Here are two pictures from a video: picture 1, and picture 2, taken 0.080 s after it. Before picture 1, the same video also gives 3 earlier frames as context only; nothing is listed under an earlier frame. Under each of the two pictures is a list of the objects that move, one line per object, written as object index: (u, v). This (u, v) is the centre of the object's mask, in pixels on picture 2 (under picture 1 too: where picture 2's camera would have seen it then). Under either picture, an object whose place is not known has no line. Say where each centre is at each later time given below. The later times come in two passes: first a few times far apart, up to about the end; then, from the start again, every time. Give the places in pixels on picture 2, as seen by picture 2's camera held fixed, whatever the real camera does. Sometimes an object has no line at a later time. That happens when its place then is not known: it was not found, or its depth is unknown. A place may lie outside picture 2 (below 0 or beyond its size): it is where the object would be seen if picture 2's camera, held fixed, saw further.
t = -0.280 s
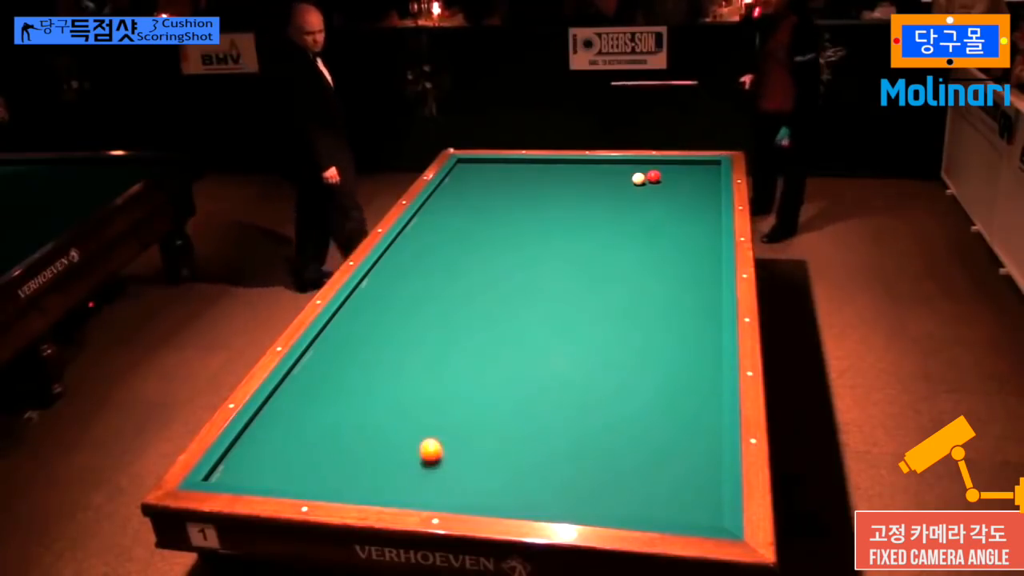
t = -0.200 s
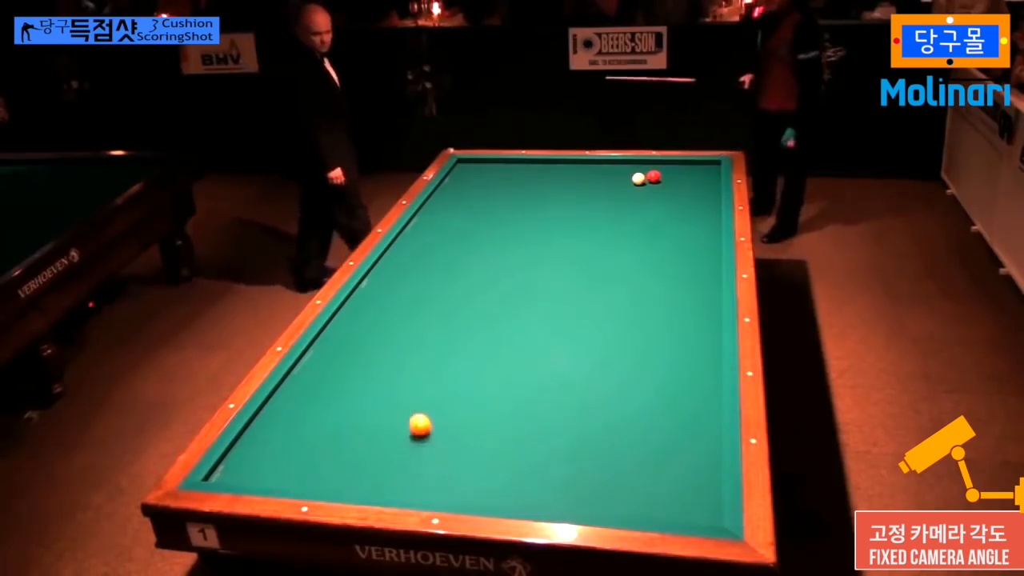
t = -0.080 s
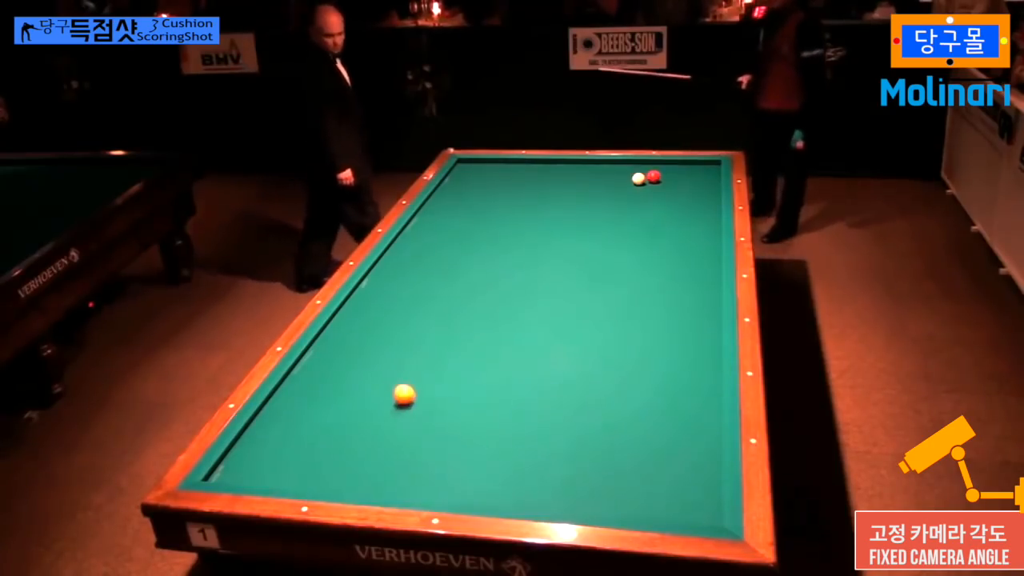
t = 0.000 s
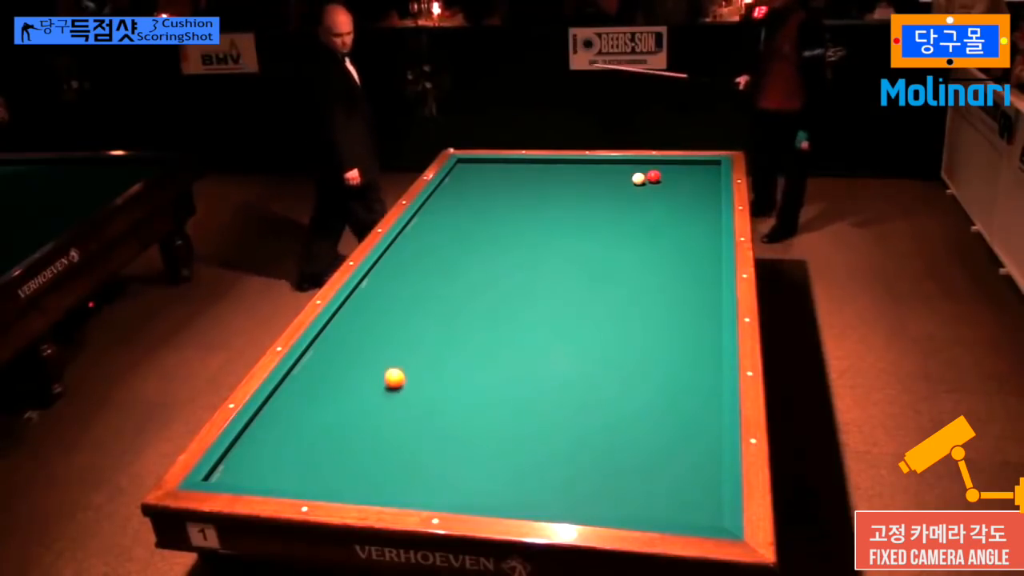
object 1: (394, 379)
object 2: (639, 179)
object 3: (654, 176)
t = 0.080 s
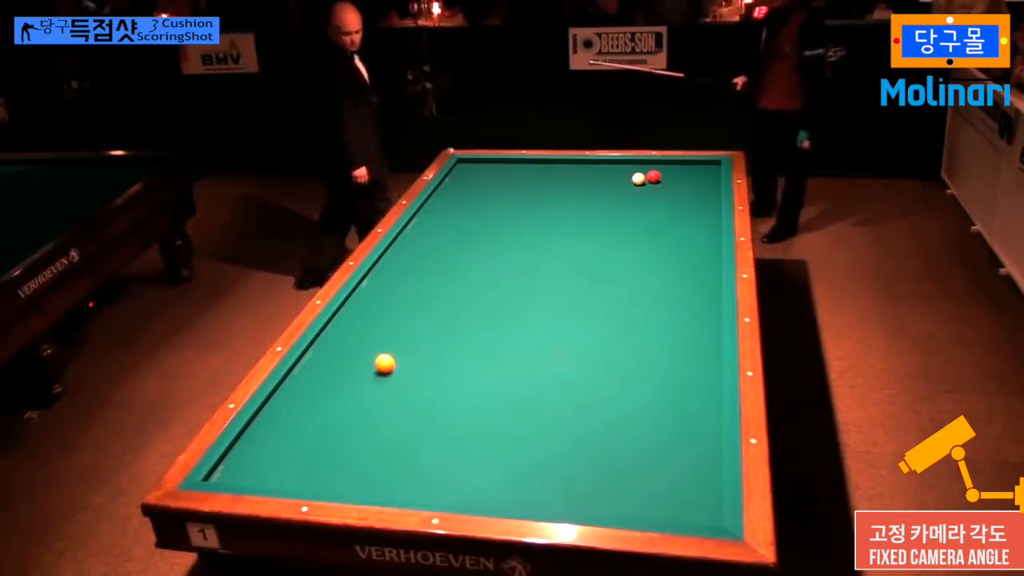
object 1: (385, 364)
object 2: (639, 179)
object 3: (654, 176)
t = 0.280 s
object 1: (363, 331)
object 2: (639, 179)
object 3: (654, 176)
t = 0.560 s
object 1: (370, 294)
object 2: (639, 179)
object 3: (654, 176)
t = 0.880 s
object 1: (427, 263)
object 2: (639, 179)
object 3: (654, 176)
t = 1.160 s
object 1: (469, 239)
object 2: (639, 179)
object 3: (654, 176)
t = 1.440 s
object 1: (507, 217)
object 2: (639, 179)
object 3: (654, 176)
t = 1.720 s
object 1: (541, 198)
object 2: (639, 179)
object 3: (654, 177)
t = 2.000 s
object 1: (572, 181)
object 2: (639, 179)
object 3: (654, 177)
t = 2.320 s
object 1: (603, 163)
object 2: (639, 179)
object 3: (654, 176)
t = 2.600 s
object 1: (627, 170)
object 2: (639, 179)
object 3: (654, 176)
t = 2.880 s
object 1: (645, 174)
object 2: (637, 182)
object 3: (662, 178)
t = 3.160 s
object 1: (653, 176)
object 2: (635, 187)
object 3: (679, 180)
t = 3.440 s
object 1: (660, 177)
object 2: (633, 192)
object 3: (695, 182)
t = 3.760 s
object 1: (667, 178)
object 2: (630, 198)
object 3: (713, 184)
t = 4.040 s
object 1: (673, 179)
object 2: (628, 202)
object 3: (709, 185)
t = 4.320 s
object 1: (678, 179)
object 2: (626, 207)
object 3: (701, 186)
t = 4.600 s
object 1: (682, 180)
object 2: (625, 212)
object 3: (695, 188)
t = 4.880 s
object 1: (685, 179)
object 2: (623, 216)
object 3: (688, 189)
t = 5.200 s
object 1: (690, 180)
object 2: (621, 220)
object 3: (681, 189)
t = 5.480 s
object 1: (692, 181)
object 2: (620, 224)
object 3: (676, 189)
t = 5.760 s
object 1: (694, 182)
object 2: (619, 228)
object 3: (673, 190)
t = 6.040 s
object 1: (695, 182)
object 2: (618, 231)
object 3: (669, 191)
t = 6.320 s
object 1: (695, 182)
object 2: (617, 234)
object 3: (666, 191)
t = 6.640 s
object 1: (695, 182)
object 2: (616, 237)
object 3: (664, 191)
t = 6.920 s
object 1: (695, 182)
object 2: (616, 239)
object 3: (663, 192)
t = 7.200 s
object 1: (695, 182)
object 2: (615, 241)
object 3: (662, 192)
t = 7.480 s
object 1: (695, 182)
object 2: (615, 243)
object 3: (662, 192)
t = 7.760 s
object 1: (695, 182)
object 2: (615, 245)
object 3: (662, 192)
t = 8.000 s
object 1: (695, 182)
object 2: (615, 245)
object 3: (662, 192)
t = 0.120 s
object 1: (380, 357)
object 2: (639, 179)
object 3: (654, 176)
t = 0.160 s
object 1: (375, 350)
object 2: (639, 179)
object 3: (654, 176)
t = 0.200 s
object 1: (371, 344)
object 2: (639, 179)
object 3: (654, 176)
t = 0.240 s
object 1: (367, 338)
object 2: (639, 179)
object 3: (654, 176)
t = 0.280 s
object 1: (363, 331)
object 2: (639, 179)
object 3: (654, 176)
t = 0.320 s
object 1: (359, 325)
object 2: (639, 179)
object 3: (654, 176)
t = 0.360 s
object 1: (355, 319)
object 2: (639, 179)
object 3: (654, 176)
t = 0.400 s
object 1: (351, 313)
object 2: (639, 179)
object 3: (654, 176)
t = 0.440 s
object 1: (348, 308)
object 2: (639, 179)
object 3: (654, 176)
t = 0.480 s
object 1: (352, 303)
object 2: (639, 179)
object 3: (654, 176)
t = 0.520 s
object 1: (362, 299)
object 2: (639, 179)
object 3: (654, 176)
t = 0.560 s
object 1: (370, 294)
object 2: (639, 179)
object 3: (654, 176)
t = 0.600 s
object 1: (378, 290)
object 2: (639, 179)
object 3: (654, 176)
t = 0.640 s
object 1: (385, 286)
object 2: (639, 179)
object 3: (654, 176)
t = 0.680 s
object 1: (392, 282)
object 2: (639, 179)
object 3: (654, 176)
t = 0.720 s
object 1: (400, 278)
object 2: (639, 179)
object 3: (654, 176)
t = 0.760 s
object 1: (406, 274)
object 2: (639, 179)
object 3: (654, 176)
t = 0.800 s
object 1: (413, 270)
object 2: (639, 179)
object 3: (654, 176)
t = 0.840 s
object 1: (420, 266)
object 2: (639, 179)
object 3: (654, 176)
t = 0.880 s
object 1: (427, 263)
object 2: (639, 179)
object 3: (654, 176)
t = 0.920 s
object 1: (433, 259)
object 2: (639, 179)
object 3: (654, 176)
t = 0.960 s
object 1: (440, 256)
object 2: (639, 179)
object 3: (654, 176)
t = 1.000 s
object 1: (446, 252)
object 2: (639, 179)
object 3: (654, 176)
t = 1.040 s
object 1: (452, 249)
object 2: (639, 179)
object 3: (654, 176)
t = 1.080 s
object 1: (458, 245)
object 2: (639, 179)
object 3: (654, 176)
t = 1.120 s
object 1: (464, 242)
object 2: (639, 179)
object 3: (654, 176)
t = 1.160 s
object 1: (469, 239)
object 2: (639, 179)
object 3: (654, 176)
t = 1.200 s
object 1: (475, 235)
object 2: (639, 179)
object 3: (654, 176)
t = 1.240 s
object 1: (481, 232)
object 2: (639, 179)
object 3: (654, 176)
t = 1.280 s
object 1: (486, 229)
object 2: (639, 179)
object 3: (654, 176)
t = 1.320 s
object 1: (492, 226)
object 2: (639, 179)
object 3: (654, 176)
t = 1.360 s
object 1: (497, 223)
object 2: (639, 179)
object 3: (654, 176)
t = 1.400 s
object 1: (502, 220)
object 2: (639, 179)
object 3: (654, 176)
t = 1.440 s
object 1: (507, 217)
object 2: (639, 179)
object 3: (654, 176)
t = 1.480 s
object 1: (512, 214)
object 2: (639, 179)
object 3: (654, 176)
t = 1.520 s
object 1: (517, 212)
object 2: (639, 179)
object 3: (654, 176)
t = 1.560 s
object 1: (522, 209)
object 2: (639, 179)
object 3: (654, 176)
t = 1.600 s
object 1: (527, 206)
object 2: (639, 179)
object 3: (654, 176)
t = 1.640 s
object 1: (532, 203)
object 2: (639, 179)
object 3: (654, 177)
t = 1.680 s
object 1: (536, 200)
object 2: (639, 179)
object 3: (654, 177)
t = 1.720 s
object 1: (541, 198)
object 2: (639, 179)
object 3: (654, 177)
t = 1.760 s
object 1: (546, 195)
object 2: (639, 179)
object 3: (654, 177)
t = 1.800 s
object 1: (550, 193)
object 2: (639, 179)
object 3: (654, 177)
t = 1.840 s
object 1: (555, 190)
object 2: (639, 179)
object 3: (654, 177)
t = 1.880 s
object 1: (559, 188)
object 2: (639, 179)
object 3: (654, 177)
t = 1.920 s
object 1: (563, 185)
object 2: (639, 179)
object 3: (654, 177)
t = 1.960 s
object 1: (567, 183)
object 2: (639, 179)
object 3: (654, 177)
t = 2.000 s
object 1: (572, 181)
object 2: (639, 179)
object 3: (654, 177)
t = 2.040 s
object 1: (576, 178)
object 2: (639, 179)
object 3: (654, 177)
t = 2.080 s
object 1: (580, 176)
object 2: (639, 179)
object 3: (654, 177)
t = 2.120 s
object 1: (583, 174)
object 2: (639, 179)
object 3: (654, 177)
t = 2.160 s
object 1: (587, 172)
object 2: (639, 179)
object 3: (654, 177)
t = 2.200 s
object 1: (591, 170)
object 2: (639, 179)
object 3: (654, 177)
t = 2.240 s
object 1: (595, 167)
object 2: (639, 179)
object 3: (654, 176)
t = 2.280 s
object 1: (599, 165)
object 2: (639, 179)
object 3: (654, 176)
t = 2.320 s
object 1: (603, 163)
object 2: (639, 179)
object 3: (654, 176)
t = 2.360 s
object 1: (607, 162)
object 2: (639, 179)
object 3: (654, 176)
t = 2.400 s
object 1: (610, 163)
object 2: (639, 179)
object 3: (654, 176)
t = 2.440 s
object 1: (613, 165)
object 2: (639, 179)
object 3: (654, 176)
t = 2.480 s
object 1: (617, 166)
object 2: (639, 179)
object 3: (654, 176)
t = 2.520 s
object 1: (620, 167)
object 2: (639, 179)
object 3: (654, 176)
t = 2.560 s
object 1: (624, 169)
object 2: (639, 179)
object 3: (654, 176)
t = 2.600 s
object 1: (627, 170)
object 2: (639, 179)
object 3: (654, 176)
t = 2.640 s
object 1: (630, 171)
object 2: (639, 179)
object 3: (654, 176)
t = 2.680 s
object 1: (633, 171)
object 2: (639, 179)
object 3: (654, 176)
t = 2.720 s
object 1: (638, 171)
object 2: (639, 179)
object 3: (654, 176)
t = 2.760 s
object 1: (642, 171)
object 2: (638, 179)
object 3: (654, 176)
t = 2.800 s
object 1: (643, 172)
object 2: (638, 180)
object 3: (656, 177)
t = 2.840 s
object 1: (645, 174)
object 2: (637, 181)
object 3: (660, 177)
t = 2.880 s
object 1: (645, 174)
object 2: (637, 182)
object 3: (662, 178)
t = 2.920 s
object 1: (646, 175)
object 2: (637, 182)
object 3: (665, 178)
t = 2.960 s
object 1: (647, 175)
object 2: (637, 183)
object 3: (666, 178)
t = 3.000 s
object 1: (648, 175)
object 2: (637, 184)
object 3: (670, 178)
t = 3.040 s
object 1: (649, 176)
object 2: (636, 185)
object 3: (672, 179)
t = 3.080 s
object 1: (651, 176)
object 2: (636, 185)
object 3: (674, 179)
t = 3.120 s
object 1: (652, 176)
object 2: (636, 186)
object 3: (676, 179)
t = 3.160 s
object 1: (653, 176)
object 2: (635, 187)
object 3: (679, 180)
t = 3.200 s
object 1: (654, 176)
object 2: (635, 188)
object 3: (681, 180)
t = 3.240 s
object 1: (655, 176)
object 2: (635, 188)
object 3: (684, 180)
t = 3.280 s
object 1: (656, 176)
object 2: (634, 189)
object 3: (686, 181)
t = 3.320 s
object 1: (657, 176)
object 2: (634, 190)
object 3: (688, 181)
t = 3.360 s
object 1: (658, 177)
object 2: (634, 190)
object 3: (691, 181)
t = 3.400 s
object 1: (659, 177)
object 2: (633, 191)
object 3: (693, 181)
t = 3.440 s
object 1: (660, 177)
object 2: (633, 192)
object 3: (695, 182)
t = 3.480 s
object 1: (661, 177)
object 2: (633, 193)
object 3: (698, 182)
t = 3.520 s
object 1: (662, 177)
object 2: (632, 194)
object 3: (700, 182)
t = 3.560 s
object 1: (663, 177)
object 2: (632, 194)
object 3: (701, 183)
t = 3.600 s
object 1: (664, 177)
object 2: (632, 195)
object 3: (704, 183)
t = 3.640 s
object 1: (665, 178)
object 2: (632, 196)
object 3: (706, 183)
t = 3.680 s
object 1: (666, 178)
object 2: (631, 197)
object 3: (709, 184)
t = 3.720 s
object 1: (666, 178)
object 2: (631, 197)
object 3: (711, 184)
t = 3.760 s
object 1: (667, 178)
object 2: (630, 198)
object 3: (713, 184)
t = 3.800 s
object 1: (668, 178)
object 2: (630, 199)
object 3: (715, 185)
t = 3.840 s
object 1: (669, 178)
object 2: (630, 199)
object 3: (715, 185)
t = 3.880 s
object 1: (670, 178)
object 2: (629, 200)
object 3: (714, 185)
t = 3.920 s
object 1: (671, 178)
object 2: (629, 201)
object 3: (712, 185)
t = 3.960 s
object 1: (672, 179)
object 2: (629, 201)
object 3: (711, 185)
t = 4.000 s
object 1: (672, 179)
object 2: (628, 202)
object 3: (710, 185)
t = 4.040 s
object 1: (673, 179)
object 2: (628, 202)
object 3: (709, 185)
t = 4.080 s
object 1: (674, 179)
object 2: (628, 203)
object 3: (707, 186)
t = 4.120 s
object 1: (675, 179)
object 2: (628, 204)
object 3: (706, 186)
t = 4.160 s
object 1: (675, 179)
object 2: (627, 204)
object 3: (705, 186)
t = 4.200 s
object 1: (676, 179)
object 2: (627, 205)
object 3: (704, 186)
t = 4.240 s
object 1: (677, 179)
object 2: (627, 206)
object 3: (703, 186)
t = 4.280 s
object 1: (678, 179)
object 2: (627, 206)
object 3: (702, 186)
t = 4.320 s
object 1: (678, 179)
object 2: (626, 207)
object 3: (701, 186)
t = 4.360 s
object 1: (679, 180)
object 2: (626, 208)
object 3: (700, 187)
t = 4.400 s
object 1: (680, 180)
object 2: (626, 208)
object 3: (699, 187)
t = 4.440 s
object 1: (680, 180)
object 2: (625, 209)
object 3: (698, 187)
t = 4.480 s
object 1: (681, 180)
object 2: (625, 210)
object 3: (697, 187)
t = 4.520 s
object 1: (681, 180)
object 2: (625, 210)
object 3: (696, 187)
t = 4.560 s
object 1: (682, 180)
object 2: (625, 211)
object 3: (696, 187)
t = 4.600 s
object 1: (682, 180)
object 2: (625, 212)
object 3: (695, 188)
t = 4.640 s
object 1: (682, 180)
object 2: (624, 212)
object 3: (694, 188)
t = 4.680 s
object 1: (683, 179)
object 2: (624, 213)
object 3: (693, 188)
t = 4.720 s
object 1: (683, 179)
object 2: (624, 213)
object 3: (692, 188)
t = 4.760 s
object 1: (684, 179)
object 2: (624, 214)
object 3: (691, 188)
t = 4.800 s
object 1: (684, 179)
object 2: (623, 215)
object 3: (690, 189)
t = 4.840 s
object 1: (685, 179)
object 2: (623, 215)
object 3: (689, 189)
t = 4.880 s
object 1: (685, 179)
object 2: (623, 216)
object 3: (688, 189)
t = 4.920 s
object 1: (686, 179)
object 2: (623, 216)
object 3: (688, 189)
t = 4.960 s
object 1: (687, 179)
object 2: (622, 217)
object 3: (686, 190)
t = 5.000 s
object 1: (688, 179)
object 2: (622, 218)
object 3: (685, 189)
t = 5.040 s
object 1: (688, 180)
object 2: (622, 218)
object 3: (684, 189)
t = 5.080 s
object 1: (689, 180)
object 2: (622, 219)
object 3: (684, 189)
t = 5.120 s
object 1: (689, 180)
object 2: (622, 219)
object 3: (683, 190)
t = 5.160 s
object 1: (690, 180)
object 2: (621, 220)
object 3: (682, 189)
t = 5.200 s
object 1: (690, 180)
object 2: (621, 220)
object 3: (681, 189)
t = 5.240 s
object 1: (690, 181)
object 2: (621, 221)
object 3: (680, 189)
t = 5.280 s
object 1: (691, 181)
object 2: (620, 222)
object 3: (679, 189)
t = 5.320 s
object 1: (691, 181)
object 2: (621, 222)
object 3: (679, 189)
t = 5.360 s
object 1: (691, 181)
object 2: (621, 223)
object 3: (678, 189)
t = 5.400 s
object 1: (691, 181)
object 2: (620, 223)
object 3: (678, 189)
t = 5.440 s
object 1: (692, 181)
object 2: (620, 224)
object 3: (677, 189)
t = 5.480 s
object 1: (692, 181)
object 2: (620, 224)
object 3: (676, 189)
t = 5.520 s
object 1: (692, 181)
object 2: (620, 225)
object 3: (676, 189)
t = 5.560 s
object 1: (692, 181)
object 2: (619, 226)
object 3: (675, 190)
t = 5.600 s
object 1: (693, 181)
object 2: (619, 226)
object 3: (674, 190)
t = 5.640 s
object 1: (693, 181)
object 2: (620, 227)
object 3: (674, 190)
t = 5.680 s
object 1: (693, 181)
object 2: (619, 227)
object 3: (673, 190)
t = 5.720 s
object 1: (693, 181)
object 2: (619, 228)
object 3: (673, 190)
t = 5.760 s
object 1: (694, 182)
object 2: (619, 228)
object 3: (673, 190)
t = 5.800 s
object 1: (694, 182)
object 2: (619, 229)
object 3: (672, 190)
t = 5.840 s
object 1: (694, 182)
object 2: (619, 229)
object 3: (672, 190)
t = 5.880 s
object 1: (694, 182)
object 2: (619, 229)
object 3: (671, 190)
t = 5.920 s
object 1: (694, 182)
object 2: (619, 230)
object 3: (671, 191)
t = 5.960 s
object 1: (694, 182)
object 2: (619, 230)
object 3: (670, 191)
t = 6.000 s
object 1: (695, 182)
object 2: (618, 231)
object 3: (670, 191)
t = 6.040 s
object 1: (695, 182)
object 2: (618, 231)
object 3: (669, 191)
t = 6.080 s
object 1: (695, 182)
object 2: (618, 232)
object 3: (669, 191)
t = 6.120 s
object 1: (695, 182)
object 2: (618, 232)
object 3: (668, 191)
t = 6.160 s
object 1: (695, 182)
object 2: (618, 233)
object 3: (668, 191)
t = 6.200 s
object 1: (695, 182)
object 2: (618, 233)
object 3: (667, 191)
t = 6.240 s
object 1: (695, 182)
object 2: (618, 233)
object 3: (667, 191)
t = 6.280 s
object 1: (695, 182)
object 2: (617, 234)
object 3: (667, 191)
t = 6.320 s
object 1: (695, 182)
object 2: (617, 234)
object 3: (666, 191)
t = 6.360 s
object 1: (695, 182)
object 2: (617, 235)
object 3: (666, 191)
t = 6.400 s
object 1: (695, 182)
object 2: (617, 235)
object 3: (666, 191)
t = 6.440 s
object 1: (695, 182)
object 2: (617, 235)
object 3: (665, 191)
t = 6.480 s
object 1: (695, 182)
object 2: (616, 236)
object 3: (665, 191)
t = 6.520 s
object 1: (695, 182)
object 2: (616, 236)
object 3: (665, 191)
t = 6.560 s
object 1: (695, 182)
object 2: (616, 237)
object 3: (665, 191)
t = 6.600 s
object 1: (695, 182)
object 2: (616, 237)
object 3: (664, 191)
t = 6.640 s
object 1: (695, 182)
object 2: (616, 237)
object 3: (664, 191)
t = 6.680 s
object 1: (695, 182)
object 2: (616, 238)
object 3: (664, 191)
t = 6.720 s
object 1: (695, 182)
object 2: (616, 238)
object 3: (663, 191)
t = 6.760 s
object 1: (695, 182)
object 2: (616, 238)
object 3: (663, 191)
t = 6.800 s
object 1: (695, 182)
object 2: (616, 239)
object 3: (663, 191)
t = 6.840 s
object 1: (695, 182)
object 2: (616, 239)
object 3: (663, 191)
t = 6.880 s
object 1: (695, 182)
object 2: (616, 239)
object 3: (663, 192)
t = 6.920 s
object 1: (695, 182)
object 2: (616, 239)
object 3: (663, 192)
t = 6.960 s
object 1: (695, 182)
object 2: (616, 240)
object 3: (663, 192)
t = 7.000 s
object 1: (695, 182)
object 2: (616, 240)
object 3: (663, 192)
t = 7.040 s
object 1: (695, 182)
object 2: (616, 240)
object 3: (663, 192)
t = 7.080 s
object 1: (695, 182)
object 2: (615, 241)
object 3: (662, 192)
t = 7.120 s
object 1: (695, 182)
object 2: (615, 241)
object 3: (662, 192)
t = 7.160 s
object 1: (695, 182)
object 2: (615, 241)
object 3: (662, 192)
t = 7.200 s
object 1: (695, 182)
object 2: (615, 241)
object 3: (662, 192)
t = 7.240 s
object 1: (695, 182)
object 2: (615, 242)
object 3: (662, 192)
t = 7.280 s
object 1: (695, 182)
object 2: (615, 242)
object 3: (662, 192)
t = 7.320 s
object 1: (695, 182)
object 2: (615, 242)
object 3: (662, 192)
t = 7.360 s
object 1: (695, 182)
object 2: (615, 242)
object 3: (662, 192)
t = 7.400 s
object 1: (695, 182)
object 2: (615, 243)
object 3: (662, 192)
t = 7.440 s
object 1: (695, 182)
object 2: (615, 243)
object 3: (662, 192)
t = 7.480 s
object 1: (695, 182)
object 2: (615, 243)
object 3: (662, 192)
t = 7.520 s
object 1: (695, 182)
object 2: (615, 243)
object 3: (662, 192)
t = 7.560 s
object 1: (695, 182)
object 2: (615, 244)
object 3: (662, 192)
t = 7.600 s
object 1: (695, 182)
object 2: (615, 244)
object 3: (662, 192)
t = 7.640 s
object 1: (695, 182)
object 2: (615, 244)
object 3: (662, 192)
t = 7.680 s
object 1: (695, 182)
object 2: (615, 244)
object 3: (662, 192)
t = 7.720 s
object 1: (695, 182)
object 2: (615, 244)
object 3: (662, 192)
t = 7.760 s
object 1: (695, 182)
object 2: (615, 245)
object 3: (662, 192)
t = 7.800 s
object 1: (695, 182)
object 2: (615, 245)
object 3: (662, 192)
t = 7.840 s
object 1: (695, 182)
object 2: (615, 245)
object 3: (662, 192)
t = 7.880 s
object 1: (695, 182)
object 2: (615, 245)
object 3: (662, 192)
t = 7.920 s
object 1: (695, 182)
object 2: (615, 245)
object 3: (662, 192)
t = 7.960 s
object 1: (695, 182)
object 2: (615, 245)
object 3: (662, 192)
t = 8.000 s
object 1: (695, 182)
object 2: (615, 245)
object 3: (662, 192)
